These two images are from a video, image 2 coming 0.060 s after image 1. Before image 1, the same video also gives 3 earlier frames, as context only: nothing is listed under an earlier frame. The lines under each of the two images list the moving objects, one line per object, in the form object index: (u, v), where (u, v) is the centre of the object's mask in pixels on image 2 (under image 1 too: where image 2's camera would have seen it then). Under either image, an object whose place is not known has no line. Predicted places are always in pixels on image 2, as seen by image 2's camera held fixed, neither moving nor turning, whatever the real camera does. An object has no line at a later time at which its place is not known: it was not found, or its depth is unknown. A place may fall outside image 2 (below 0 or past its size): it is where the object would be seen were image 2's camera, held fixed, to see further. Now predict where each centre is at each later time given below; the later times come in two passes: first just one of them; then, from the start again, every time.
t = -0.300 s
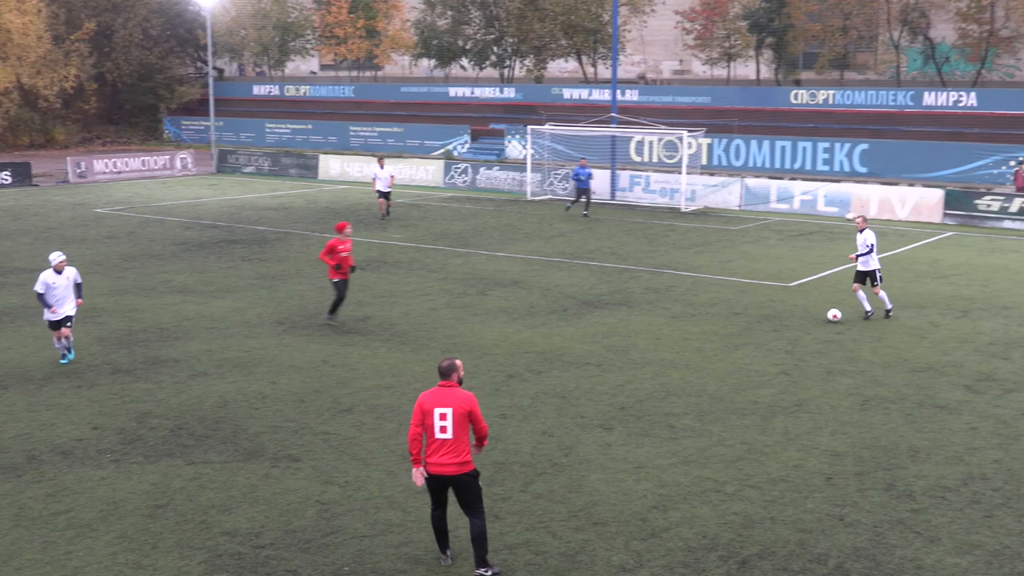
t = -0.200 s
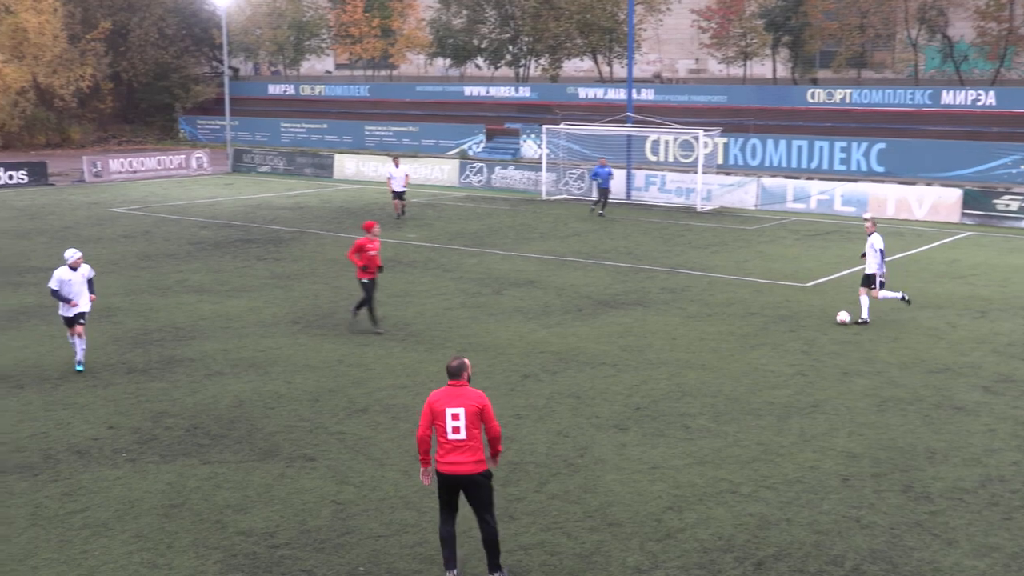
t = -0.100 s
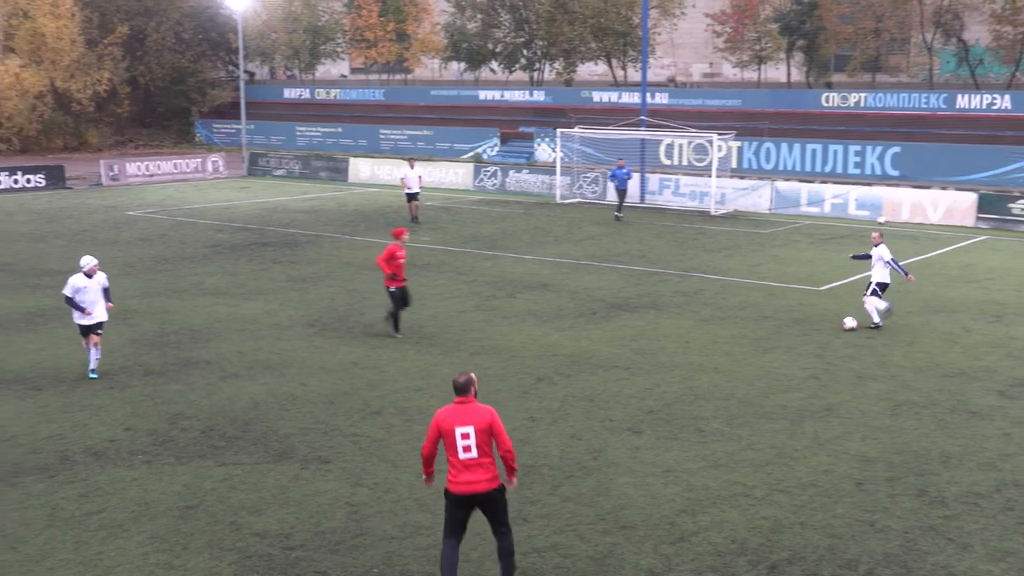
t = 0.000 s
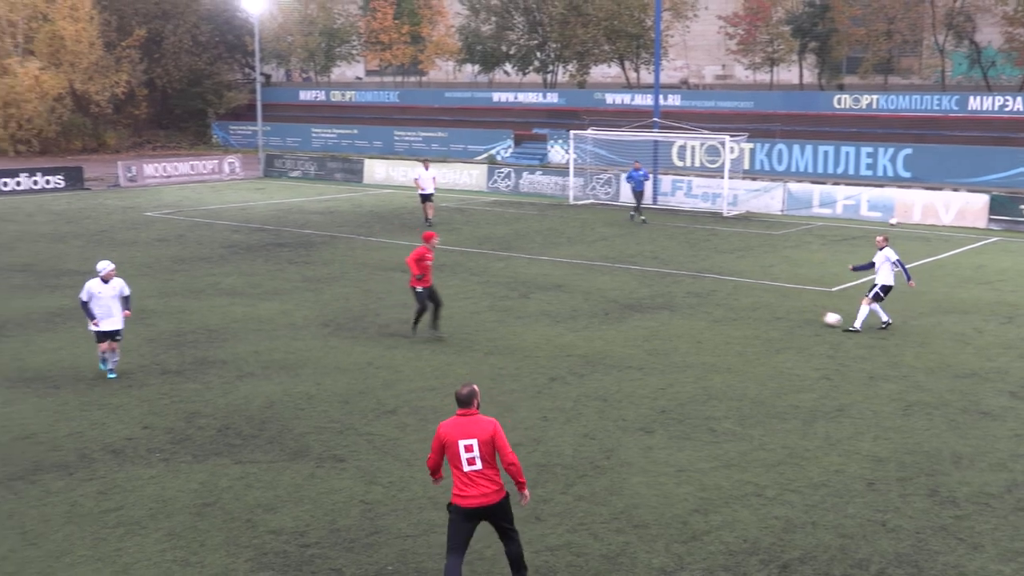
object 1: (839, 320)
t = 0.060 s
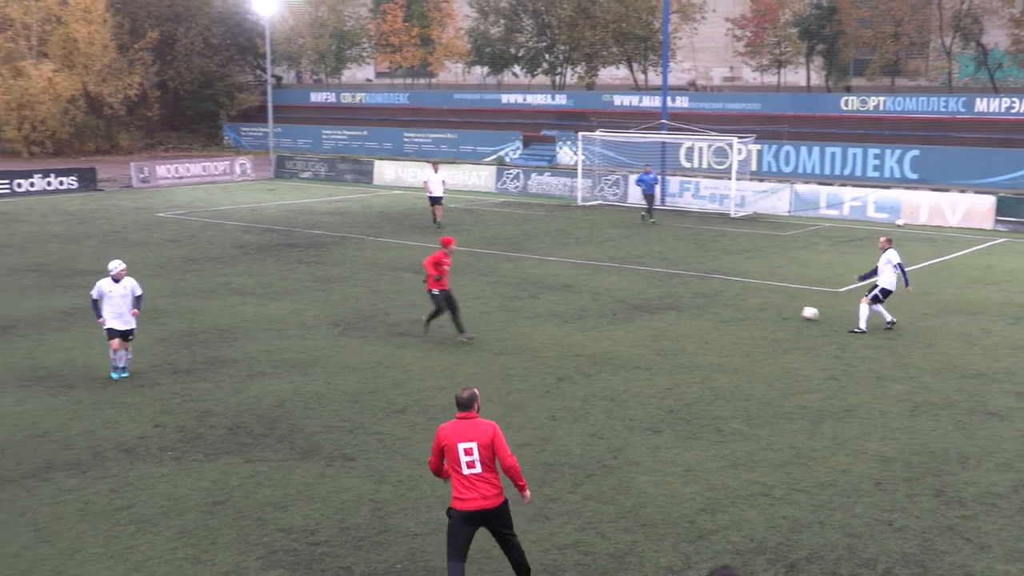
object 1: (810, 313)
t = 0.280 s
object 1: (724, 292)
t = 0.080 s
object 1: (801, 311)
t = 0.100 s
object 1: (792, 308)
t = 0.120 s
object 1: (783, 307)
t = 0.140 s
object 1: (775, 304)
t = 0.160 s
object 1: (767, 303)
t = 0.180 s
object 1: (759, 301)
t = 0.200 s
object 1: (751, 299)
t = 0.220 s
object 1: (744, 297)
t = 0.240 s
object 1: (737, 295)
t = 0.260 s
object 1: (731, 293)
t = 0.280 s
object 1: (724, 292)
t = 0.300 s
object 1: (717, 290)
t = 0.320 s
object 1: (711, 289)
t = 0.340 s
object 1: (705, 287)
